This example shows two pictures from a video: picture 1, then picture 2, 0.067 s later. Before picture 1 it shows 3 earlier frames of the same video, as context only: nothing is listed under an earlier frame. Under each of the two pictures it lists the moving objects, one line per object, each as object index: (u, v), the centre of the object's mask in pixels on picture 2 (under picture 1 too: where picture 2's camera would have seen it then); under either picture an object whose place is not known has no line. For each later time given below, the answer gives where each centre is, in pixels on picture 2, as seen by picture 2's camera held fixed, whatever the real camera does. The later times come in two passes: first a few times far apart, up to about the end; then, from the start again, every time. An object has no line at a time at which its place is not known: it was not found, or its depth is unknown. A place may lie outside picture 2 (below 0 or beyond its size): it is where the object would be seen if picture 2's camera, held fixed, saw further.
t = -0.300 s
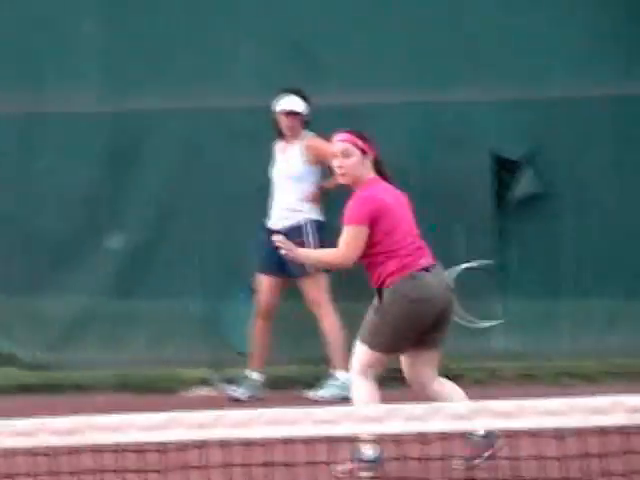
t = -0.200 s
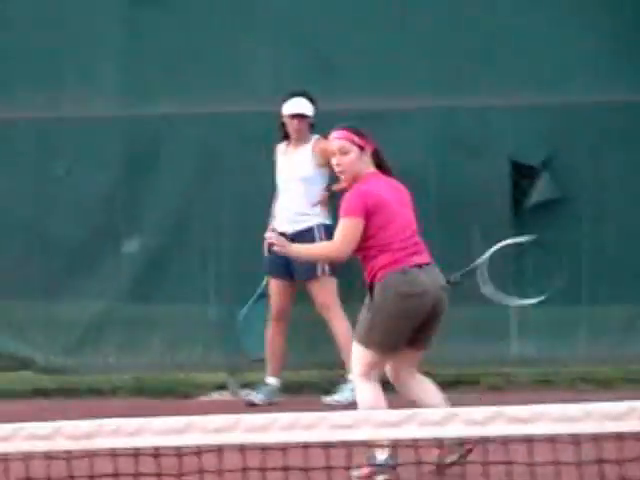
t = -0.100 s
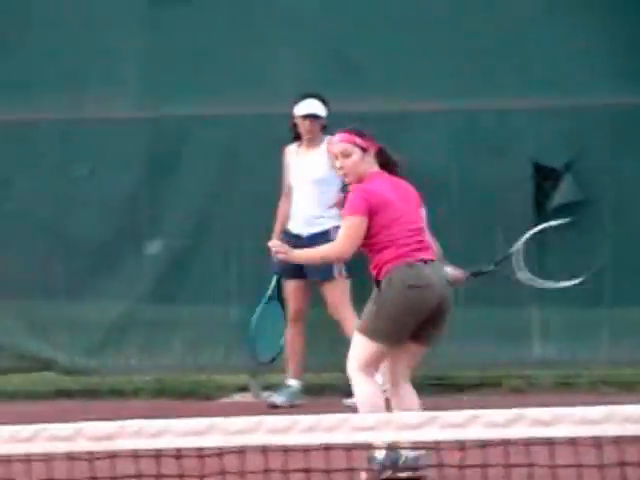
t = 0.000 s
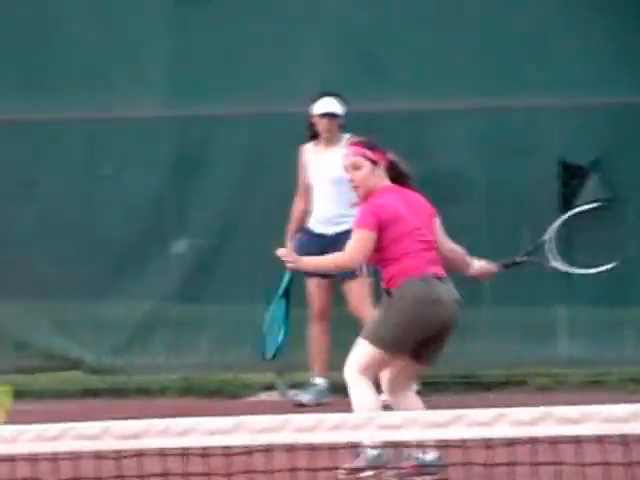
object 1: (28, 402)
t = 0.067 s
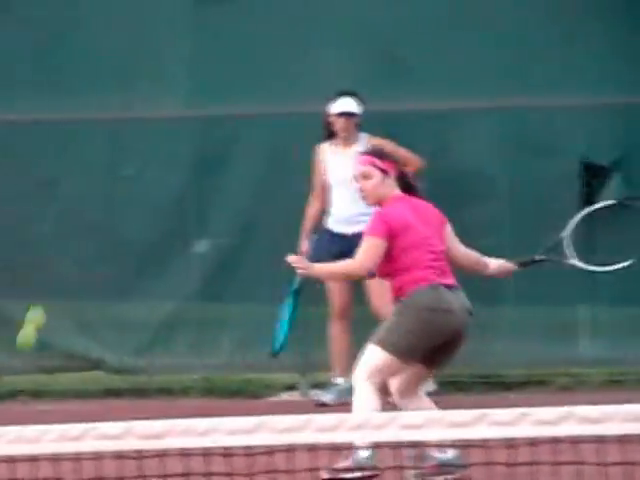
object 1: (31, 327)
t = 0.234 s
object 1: (54, 189)
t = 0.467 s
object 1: (85, 135)
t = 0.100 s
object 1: (35, 293)
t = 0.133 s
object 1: (40, 262)
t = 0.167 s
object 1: (44, 235)
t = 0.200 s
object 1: (48, 212)
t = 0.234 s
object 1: (54, 189)
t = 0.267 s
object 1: (59, 173)
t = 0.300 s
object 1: (63, 159)
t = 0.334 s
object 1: (67, 148)
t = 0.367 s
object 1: (72, 140)
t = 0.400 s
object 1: (76, 136)
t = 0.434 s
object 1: (80, 134)
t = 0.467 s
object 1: (85, 135)
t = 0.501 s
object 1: (90, 139)
